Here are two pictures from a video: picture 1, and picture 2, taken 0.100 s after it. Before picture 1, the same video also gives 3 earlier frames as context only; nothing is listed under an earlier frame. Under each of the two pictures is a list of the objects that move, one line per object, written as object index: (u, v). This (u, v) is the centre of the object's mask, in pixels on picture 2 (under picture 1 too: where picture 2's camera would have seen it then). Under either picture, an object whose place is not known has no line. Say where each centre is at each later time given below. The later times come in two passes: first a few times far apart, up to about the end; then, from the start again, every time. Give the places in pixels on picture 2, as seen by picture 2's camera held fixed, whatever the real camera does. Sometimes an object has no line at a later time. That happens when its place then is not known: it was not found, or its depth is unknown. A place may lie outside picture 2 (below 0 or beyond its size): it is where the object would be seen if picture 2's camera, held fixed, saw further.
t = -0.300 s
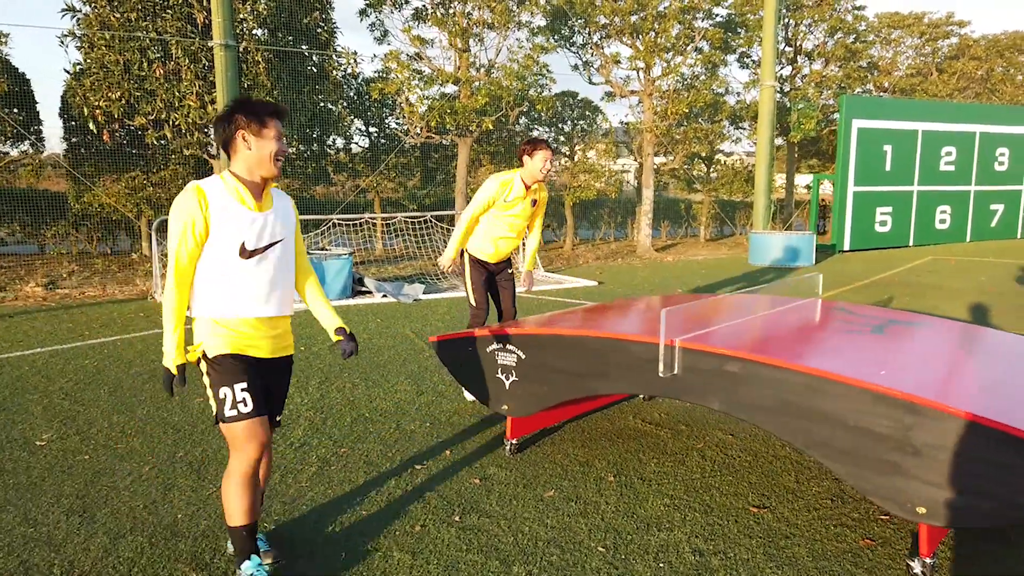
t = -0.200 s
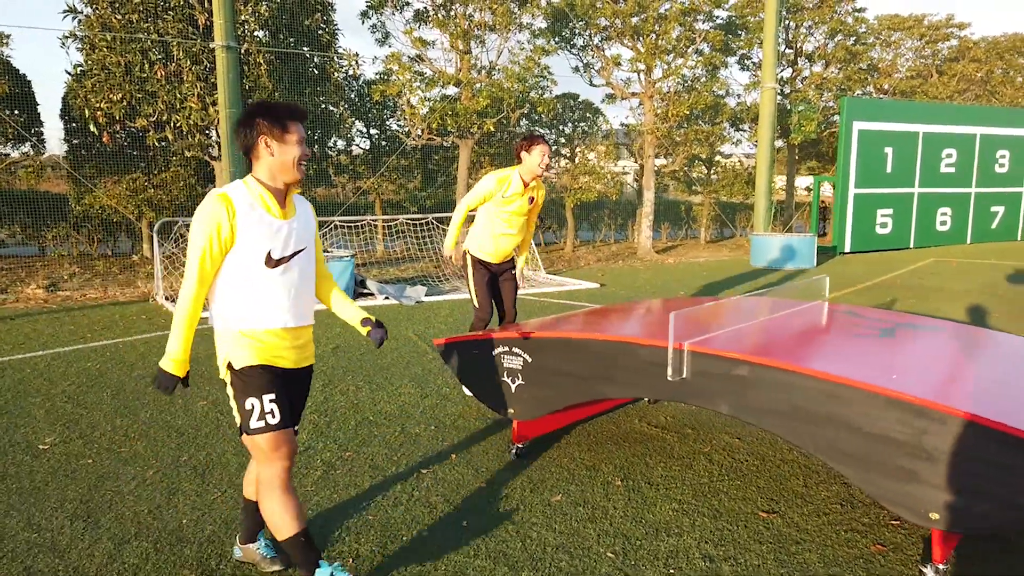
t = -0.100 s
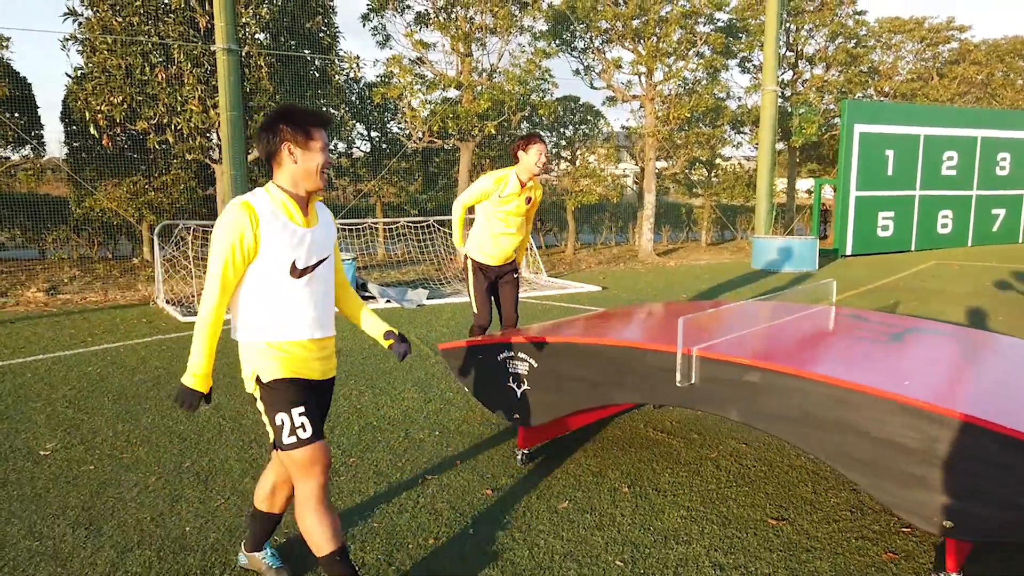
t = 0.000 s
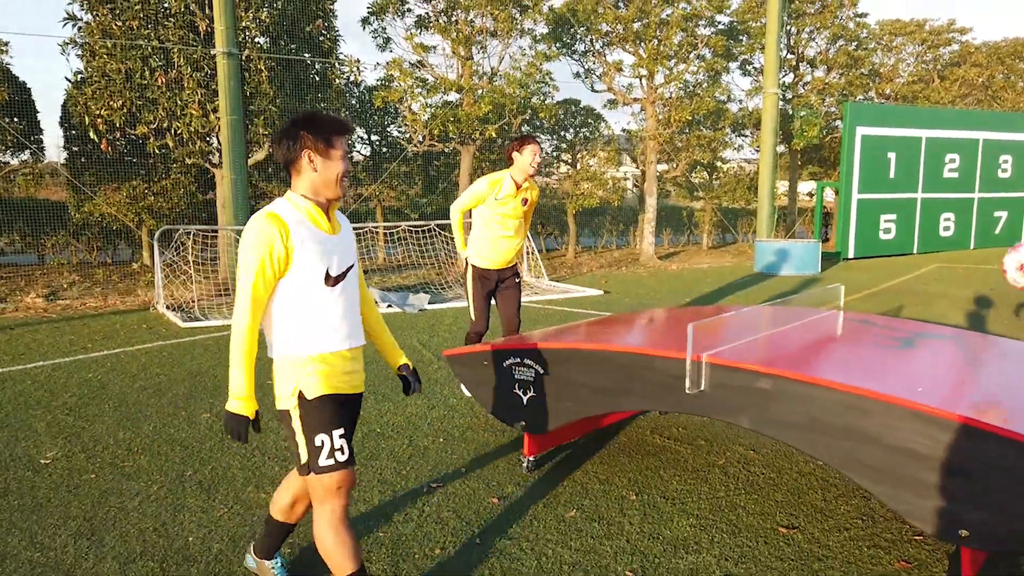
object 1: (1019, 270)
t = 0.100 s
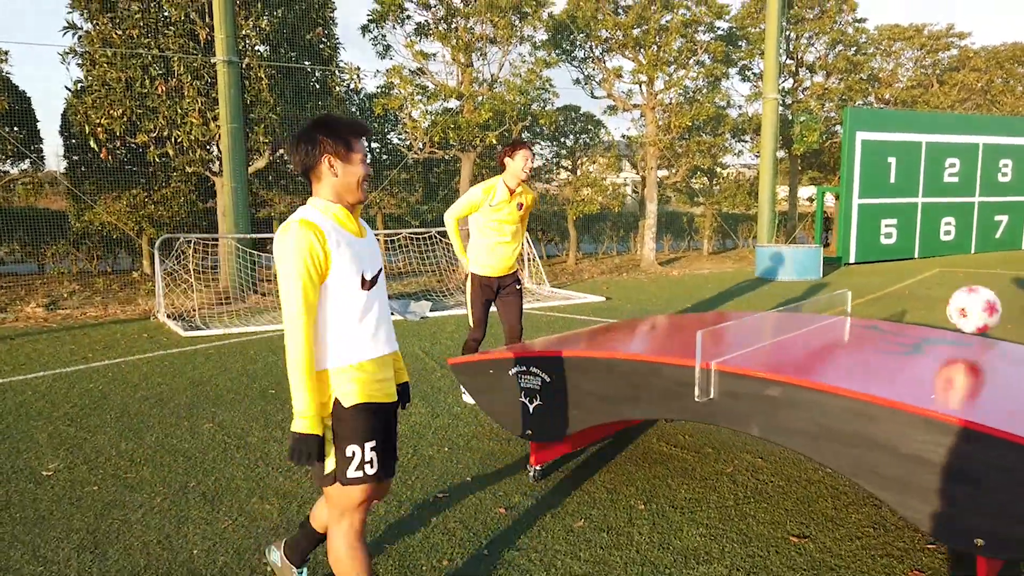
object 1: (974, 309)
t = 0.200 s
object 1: (967, 244)
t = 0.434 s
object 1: (953, 172)
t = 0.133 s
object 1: (971, 285)
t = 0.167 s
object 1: (969, 263)
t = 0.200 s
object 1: (967, 244)
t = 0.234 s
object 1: (965, 227)
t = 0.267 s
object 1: (964, 212)
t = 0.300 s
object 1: (962, 199)
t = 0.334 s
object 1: (960, 189)
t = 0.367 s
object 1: (958, 181)
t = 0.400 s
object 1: (956, 175)
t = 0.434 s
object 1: (953, 172)
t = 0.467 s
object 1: (950, 171)
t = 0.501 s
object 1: (948, 172)
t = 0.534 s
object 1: (945, 176)
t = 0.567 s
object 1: (942, 182)
